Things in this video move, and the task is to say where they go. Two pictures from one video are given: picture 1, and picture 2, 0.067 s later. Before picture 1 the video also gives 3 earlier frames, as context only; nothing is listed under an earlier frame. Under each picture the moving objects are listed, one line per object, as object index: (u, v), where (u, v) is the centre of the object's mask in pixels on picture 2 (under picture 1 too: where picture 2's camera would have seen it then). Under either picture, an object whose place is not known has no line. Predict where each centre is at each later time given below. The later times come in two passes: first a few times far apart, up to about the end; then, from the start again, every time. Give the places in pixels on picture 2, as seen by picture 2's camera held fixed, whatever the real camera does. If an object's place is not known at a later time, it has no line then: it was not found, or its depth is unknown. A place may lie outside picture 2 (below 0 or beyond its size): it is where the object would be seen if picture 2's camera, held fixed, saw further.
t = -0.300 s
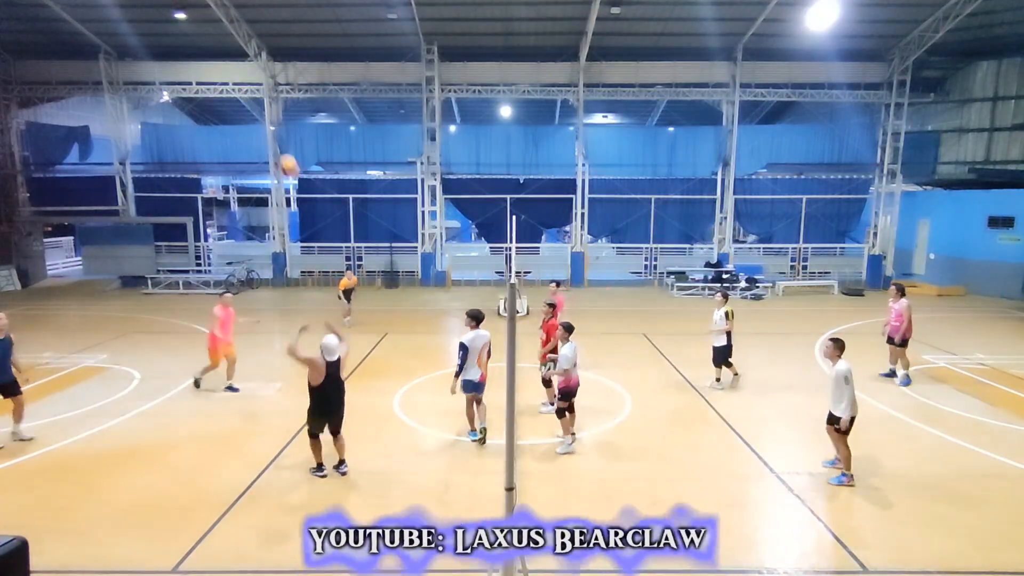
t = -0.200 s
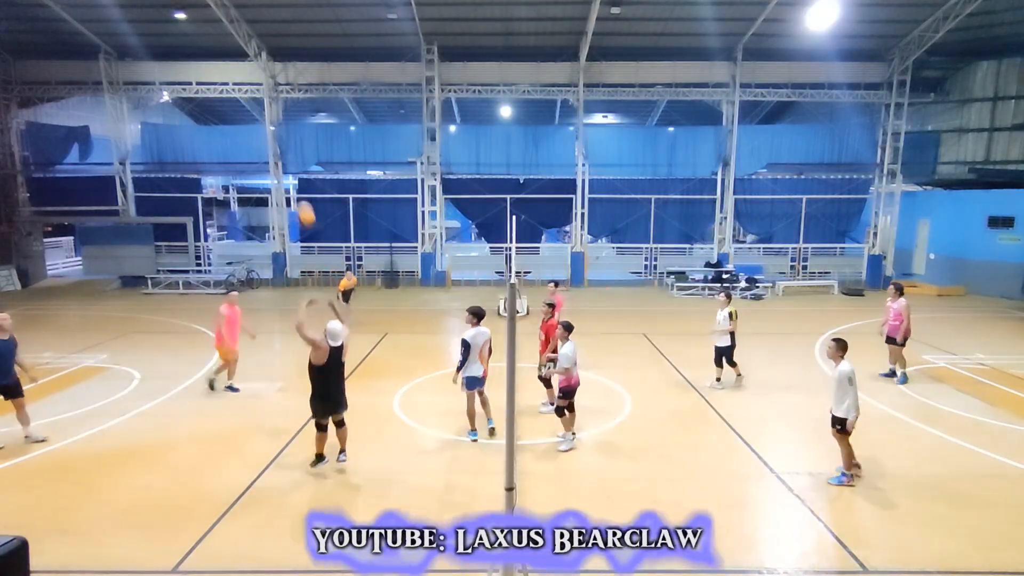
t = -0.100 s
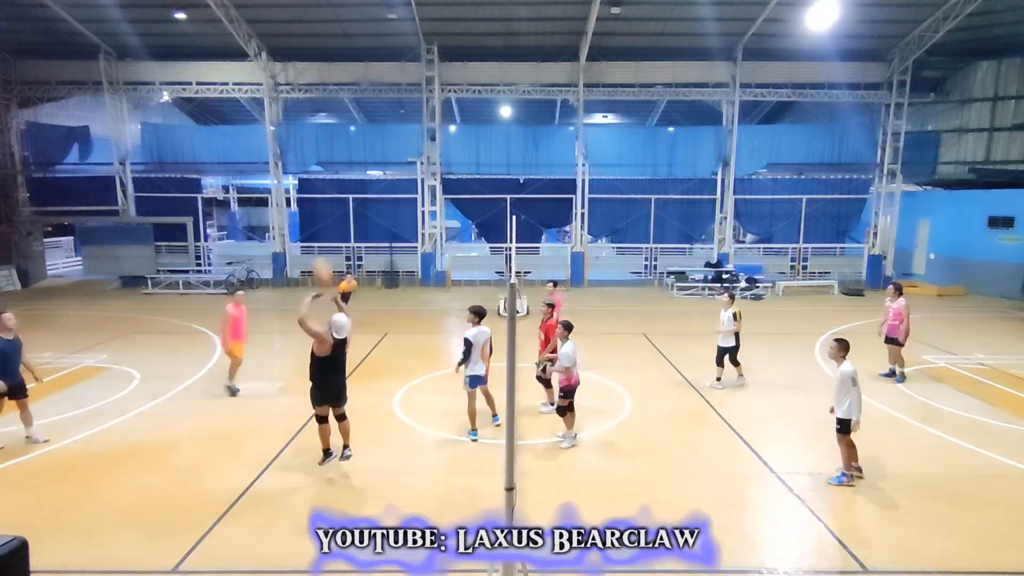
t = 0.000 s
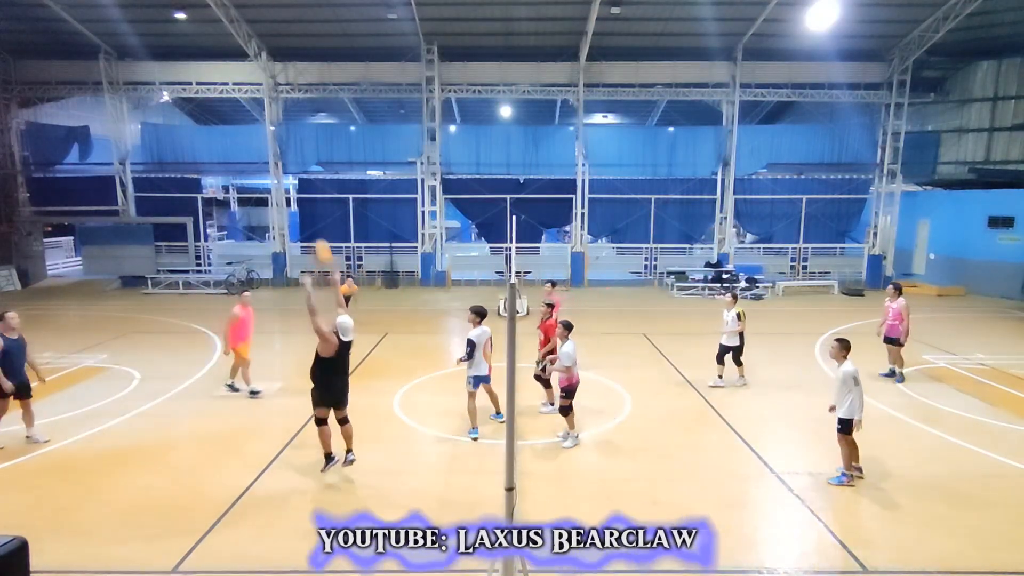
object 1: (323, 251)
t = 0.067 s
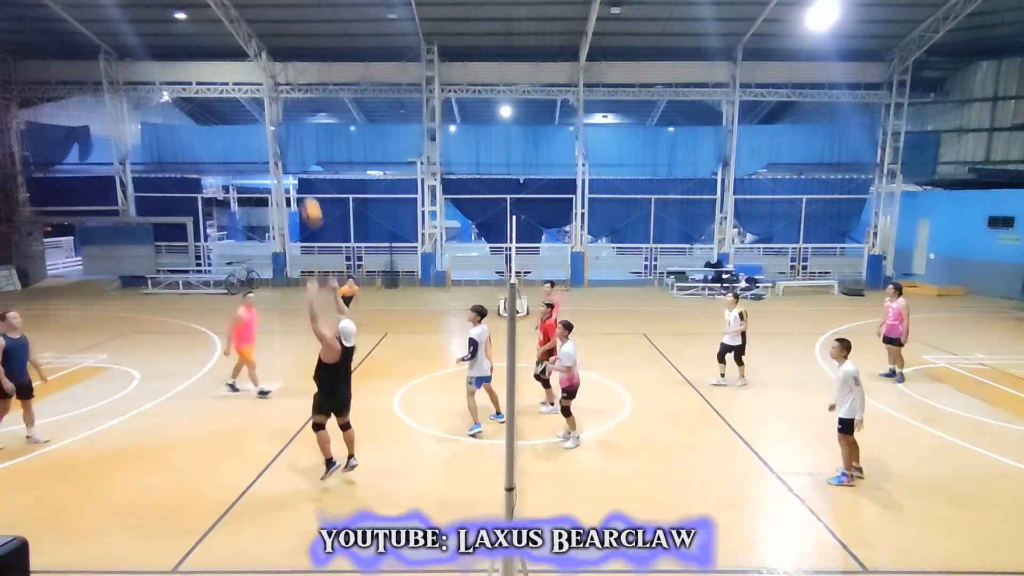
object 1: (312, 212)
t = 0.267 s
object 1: (279, 110)
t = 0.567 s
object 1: (238, 35)
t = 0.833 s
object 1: (208, 36)
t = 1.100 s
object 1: (186, 97)
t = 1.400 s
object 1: (171, 218)
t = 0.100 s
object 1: (307, 193)
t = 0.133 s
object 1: (301, 173)
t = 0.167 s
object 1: (294, 153)
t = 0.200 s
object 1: (289, 139)
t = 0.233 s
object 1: (283, 125)
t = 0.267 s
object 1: (279, 110)
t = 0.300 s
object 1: (274, 97)
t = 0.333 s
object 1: (269, 86)
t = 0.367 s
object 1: (264, 76)
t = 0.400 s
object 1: (260, 66)
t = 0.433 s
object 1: (255, 57)
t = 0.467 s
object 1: (250, 50)
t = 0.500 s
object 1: (246, 45)
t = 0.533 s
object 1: (242, 39)
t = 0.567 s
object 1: (238, 35)
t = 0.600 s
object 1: (234, 32)
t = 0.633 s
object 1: (230, 30)
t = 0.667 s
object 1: (226, 28)
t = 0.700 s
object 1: (222, 27)
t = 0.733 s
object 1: (219, 28)
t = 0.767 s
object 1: (215, 30)
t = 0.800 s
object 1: (211, 33)
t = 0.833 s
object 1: (208, 36)
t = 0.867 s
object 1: (205, 41)
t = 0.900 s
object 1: (202, 47)
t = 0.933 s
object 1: (199, 53)
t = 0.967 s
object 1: (195, 57)
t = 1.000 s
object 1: (193, 66)
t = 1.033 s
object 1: (191, 76)
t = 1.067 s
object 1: (188, 86)
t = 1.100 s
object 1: (186, 97)
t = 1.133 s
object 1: (185, 106)
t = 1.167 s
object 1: (183, 117)
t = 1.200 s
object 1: (181, 130)
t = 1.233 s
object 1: (179, 143)
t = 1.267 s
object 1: (177, 158)
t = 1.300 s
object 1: (176, 172)
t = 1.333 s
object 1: (174, 186)
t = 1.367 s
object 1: (172, 202)
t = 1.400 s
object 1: (171, 218)
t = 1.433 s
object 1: (170, 234)
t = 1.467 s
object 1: (169, 252)
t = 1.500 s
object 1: (167, 268)
